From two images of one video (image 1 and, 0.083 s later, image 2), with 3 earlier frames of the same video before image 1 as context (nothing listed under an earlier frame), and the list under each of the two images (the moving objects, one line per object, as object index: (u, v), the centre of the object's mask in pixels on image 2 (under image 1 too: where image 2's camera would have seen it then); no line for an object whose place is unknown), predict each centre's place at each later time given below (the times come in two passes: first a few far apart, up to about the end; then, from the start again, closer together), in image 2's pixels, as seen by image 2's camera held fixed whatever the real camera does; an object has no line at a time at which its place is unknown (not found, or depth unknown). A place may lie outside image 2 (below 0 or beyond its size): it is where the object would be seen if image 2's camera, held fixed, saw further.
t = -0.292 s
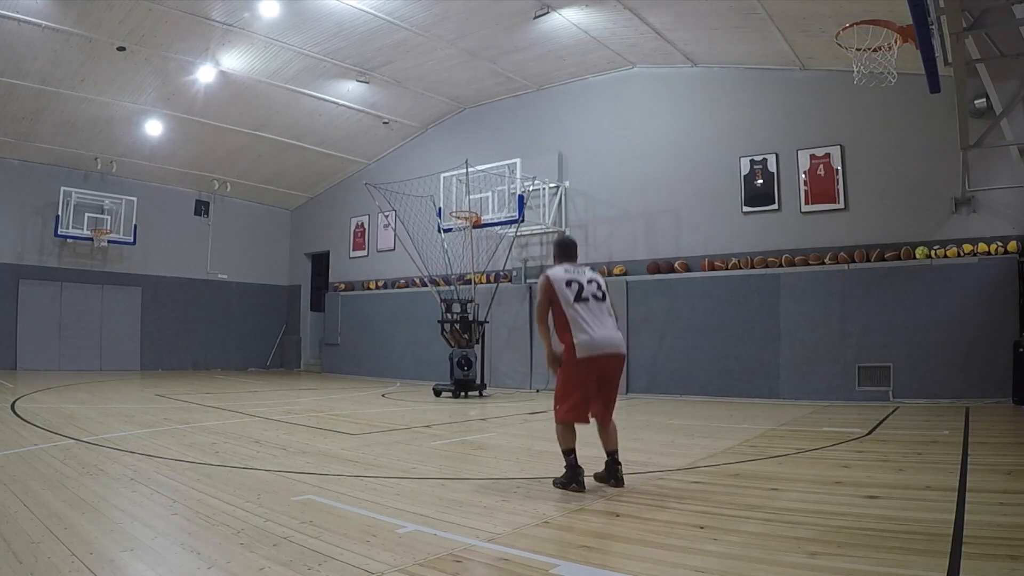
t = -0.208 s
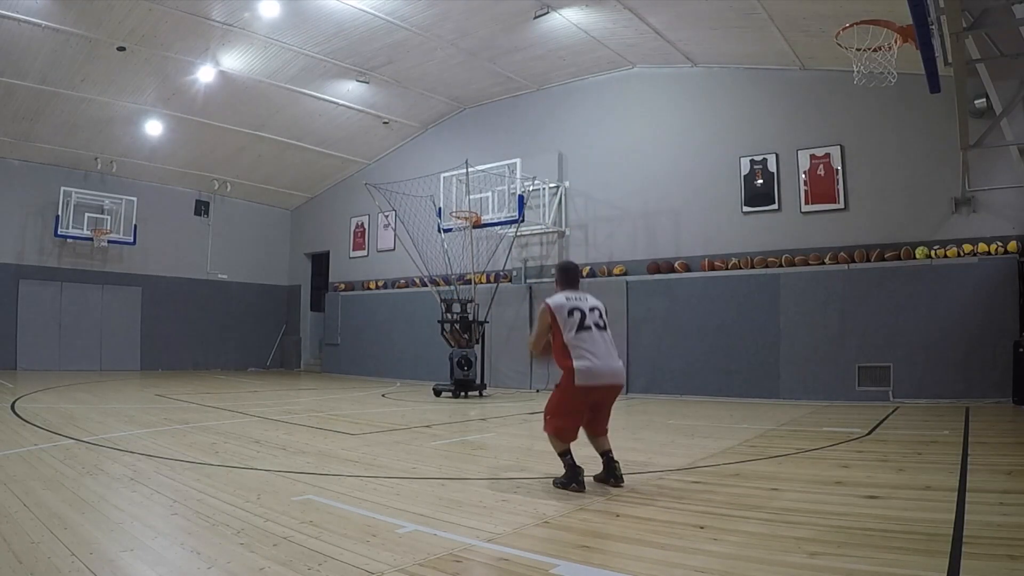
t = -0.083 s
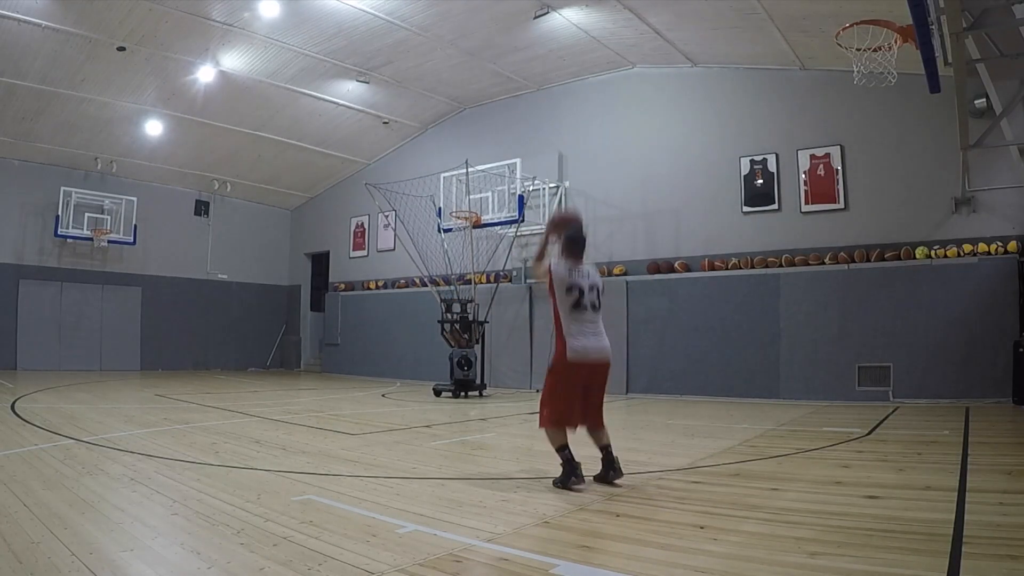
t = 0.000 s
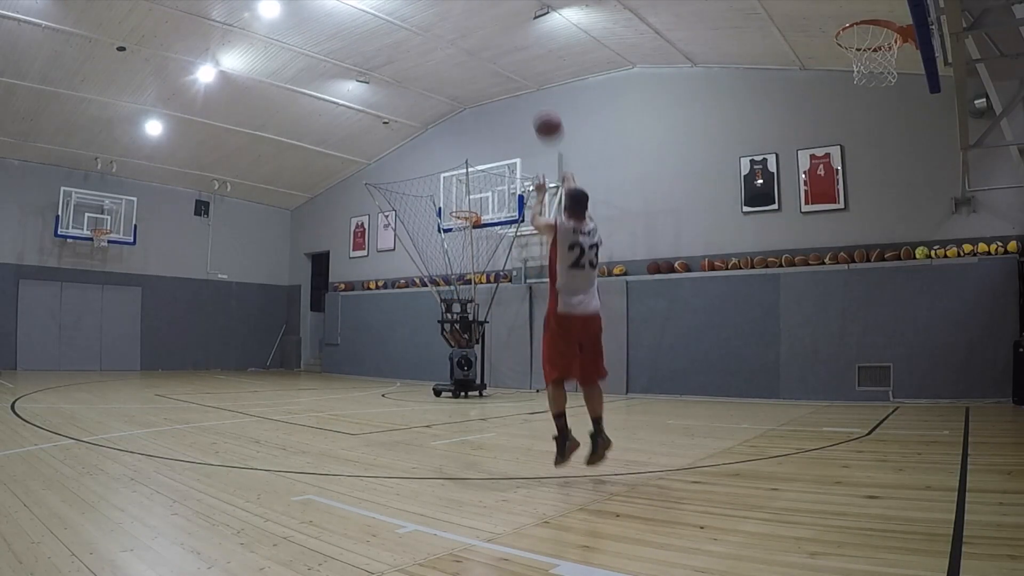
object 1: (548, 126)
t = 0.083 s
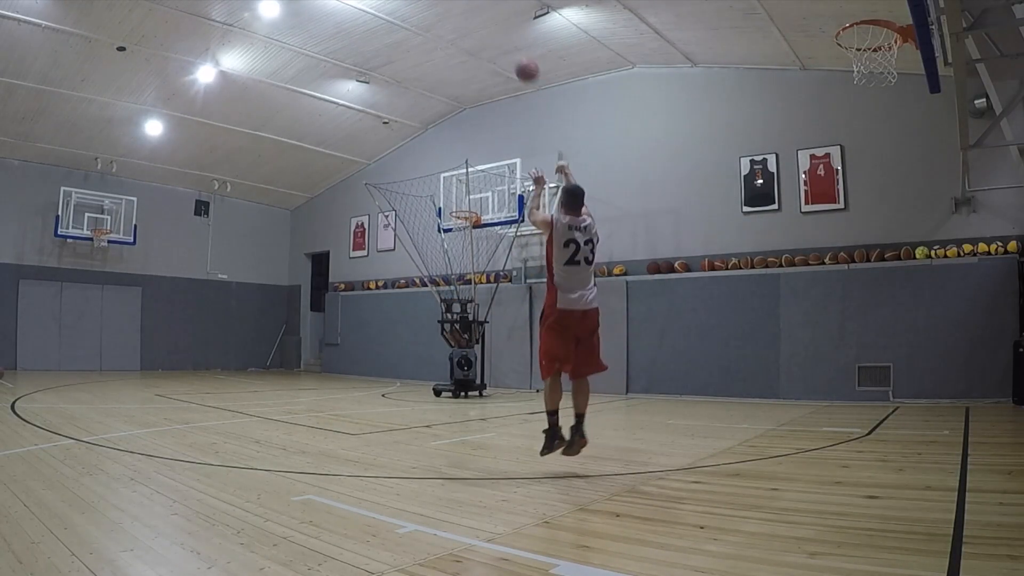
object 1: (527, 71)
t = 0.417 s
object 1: (481, 109)
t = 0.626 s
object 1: (462, 229)
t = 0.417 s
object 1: (481, 109)
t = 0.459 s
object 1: (477, 129)
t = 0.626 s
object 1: (462, 229)
